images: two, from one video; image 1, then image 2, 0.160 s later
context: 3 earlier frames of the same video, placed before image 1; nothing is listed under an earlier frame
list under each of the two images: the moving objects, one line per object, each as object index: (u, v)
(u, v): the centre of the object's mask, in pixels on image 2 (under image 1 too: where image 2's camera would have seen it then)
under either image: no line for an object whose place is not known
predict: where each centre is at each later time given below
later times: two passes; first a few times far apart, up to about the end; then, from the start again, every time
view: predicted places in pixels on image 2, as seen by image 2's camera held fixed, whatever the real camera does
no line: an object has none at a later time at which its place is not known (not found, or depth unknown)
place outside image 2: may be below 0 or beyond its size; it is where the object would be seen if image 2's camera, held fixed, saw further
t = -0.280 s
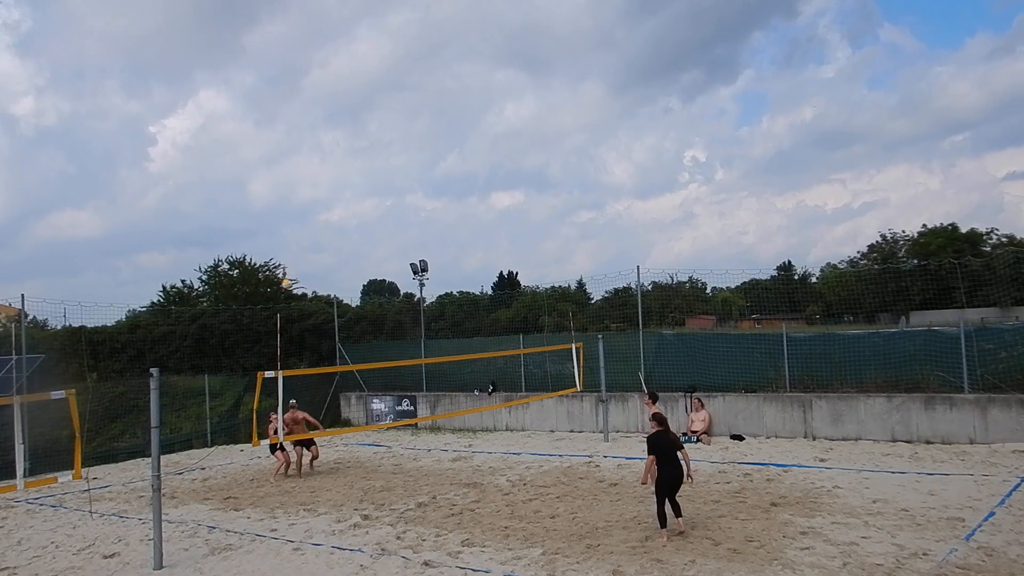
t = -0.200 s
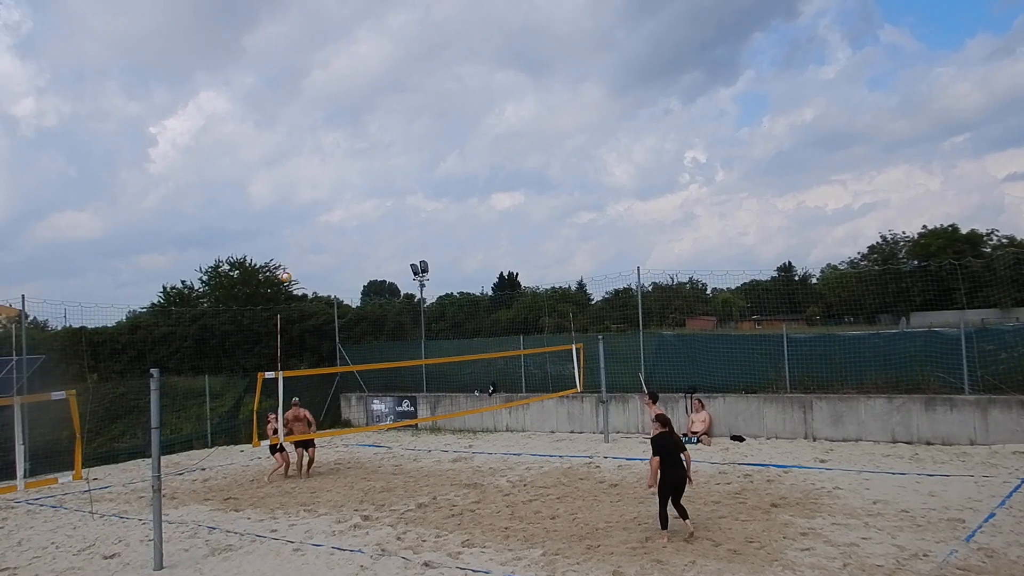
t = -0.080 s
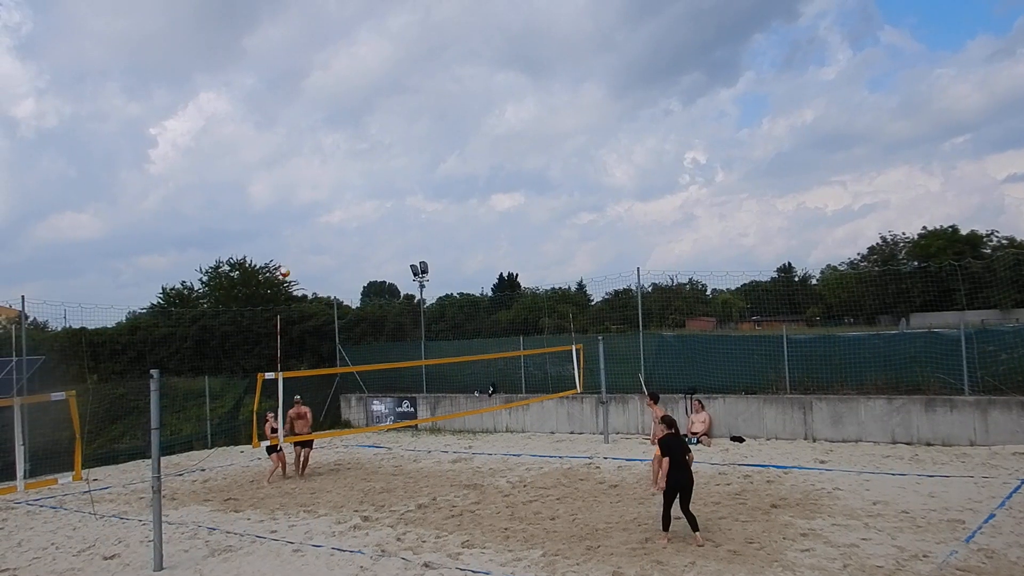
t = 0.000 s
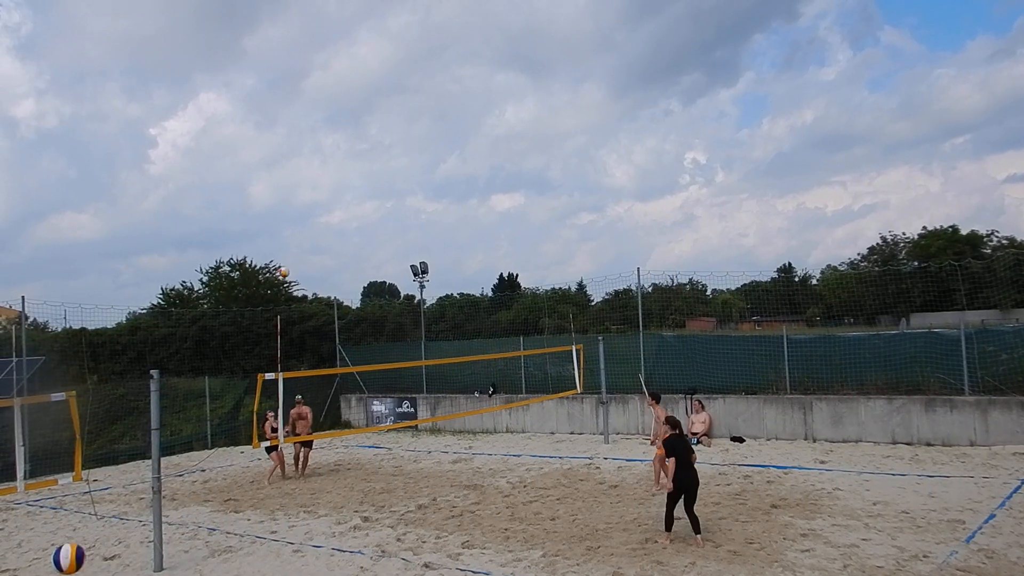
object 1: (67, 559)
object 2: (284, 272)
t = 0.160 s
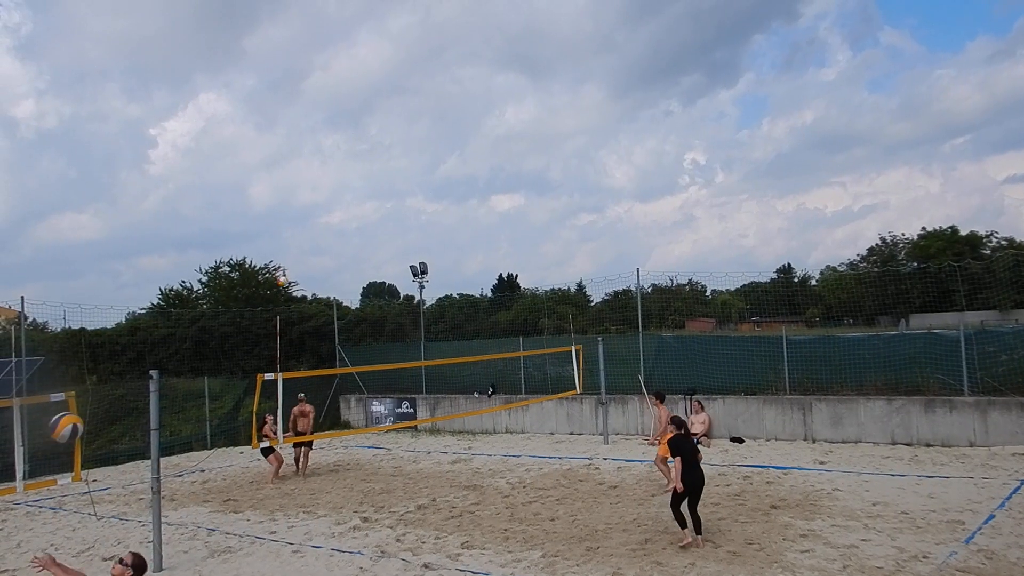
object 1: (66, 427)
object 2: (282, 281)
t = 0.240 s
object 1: (67, 376)
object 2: (282, 290)
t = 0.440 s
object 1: (69, 286)
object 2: (283, 323)
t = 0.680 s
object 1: (73, 251)
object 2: (286, 385)
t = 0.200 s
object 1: (66, 400)
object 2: (282, 285)
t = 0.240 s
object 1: (67, 376)
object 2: (282, 290)
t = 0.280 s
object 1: (67, 354)
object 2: (282, 295)
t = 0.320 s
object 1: (66, 334)
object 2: (282, 301)
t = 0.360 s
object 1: (67, 316)
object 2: (282, 308)
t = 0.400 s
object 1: (68, 300)
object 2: (282, 315)
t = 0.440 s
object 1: (69, 286)
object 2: (283, 323)
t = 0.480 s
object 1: (69, 275)
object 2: (283, 332)
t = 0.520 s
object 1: (70, 265)
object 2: (283, 341)
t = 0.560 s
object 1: (71, 259)
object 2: (283, 351)
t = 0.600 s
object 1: (72, 254)
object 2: (284, 362)
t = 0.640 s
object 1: (72, 252)
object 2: (284, 370)
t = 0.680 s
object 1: (73, 251)
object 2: (286, 385)
